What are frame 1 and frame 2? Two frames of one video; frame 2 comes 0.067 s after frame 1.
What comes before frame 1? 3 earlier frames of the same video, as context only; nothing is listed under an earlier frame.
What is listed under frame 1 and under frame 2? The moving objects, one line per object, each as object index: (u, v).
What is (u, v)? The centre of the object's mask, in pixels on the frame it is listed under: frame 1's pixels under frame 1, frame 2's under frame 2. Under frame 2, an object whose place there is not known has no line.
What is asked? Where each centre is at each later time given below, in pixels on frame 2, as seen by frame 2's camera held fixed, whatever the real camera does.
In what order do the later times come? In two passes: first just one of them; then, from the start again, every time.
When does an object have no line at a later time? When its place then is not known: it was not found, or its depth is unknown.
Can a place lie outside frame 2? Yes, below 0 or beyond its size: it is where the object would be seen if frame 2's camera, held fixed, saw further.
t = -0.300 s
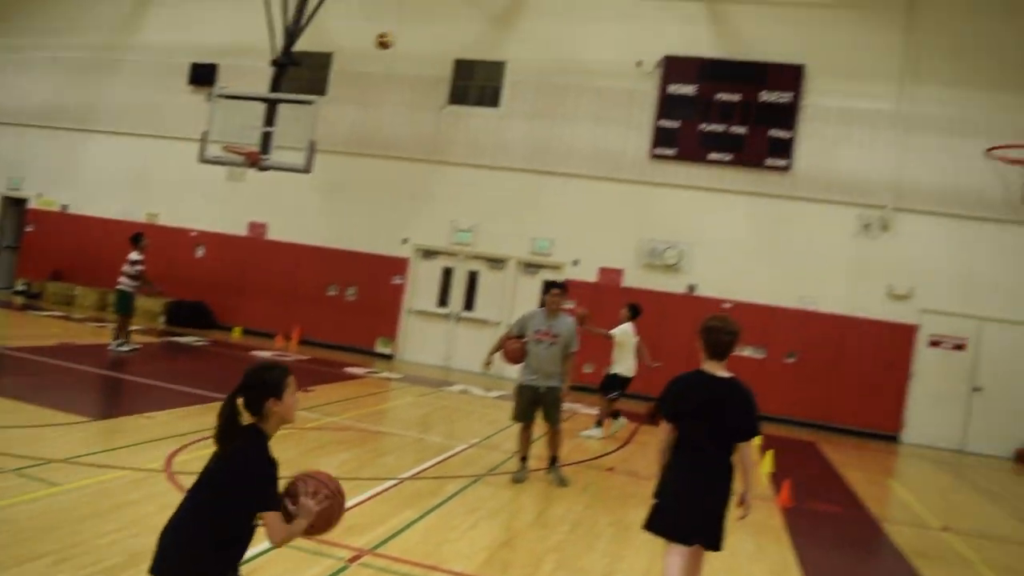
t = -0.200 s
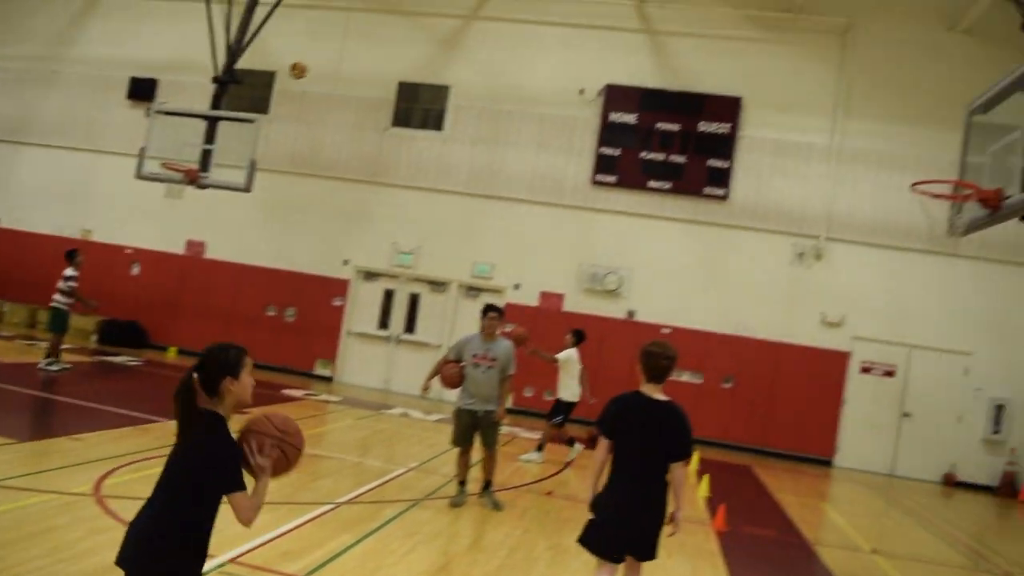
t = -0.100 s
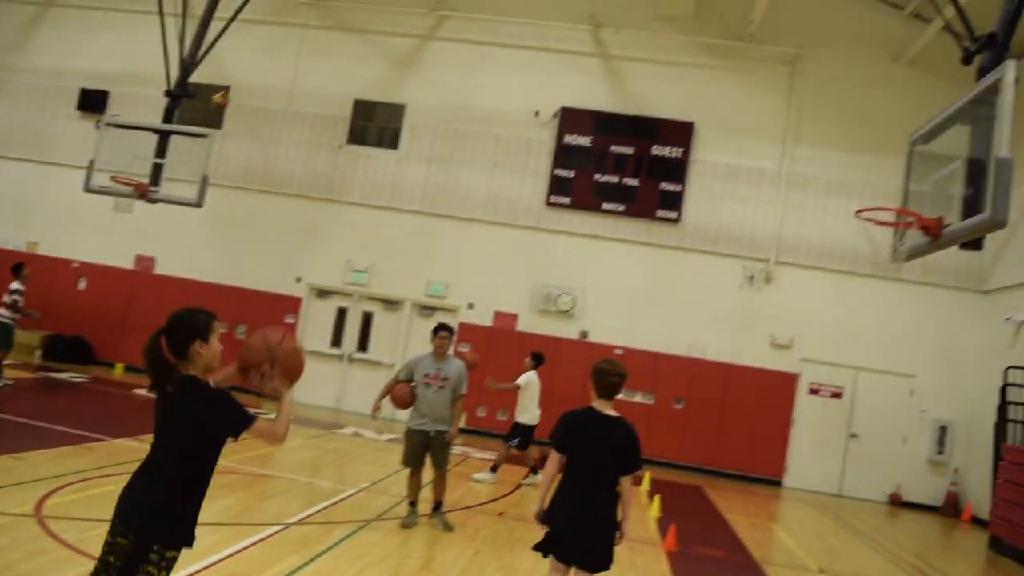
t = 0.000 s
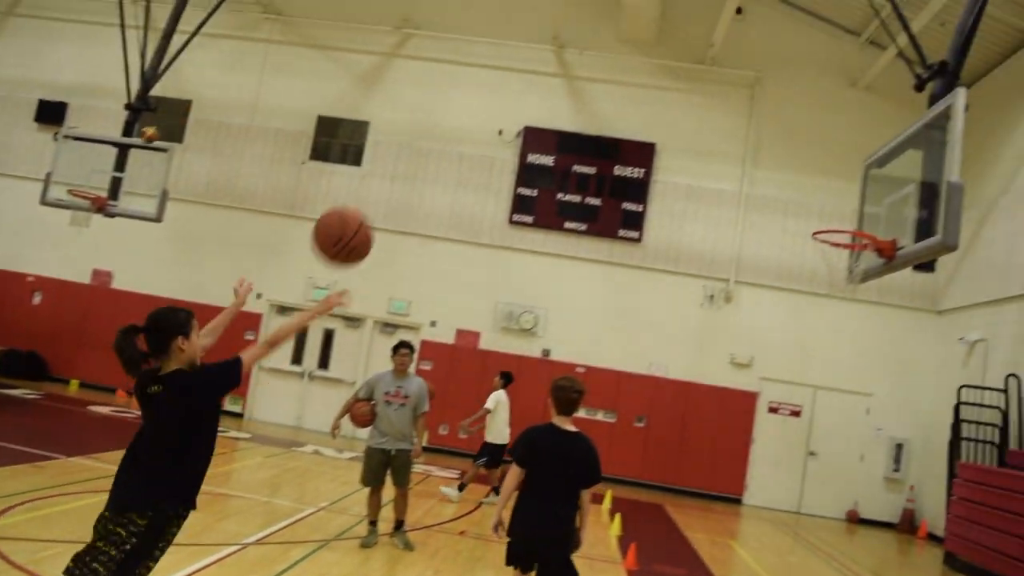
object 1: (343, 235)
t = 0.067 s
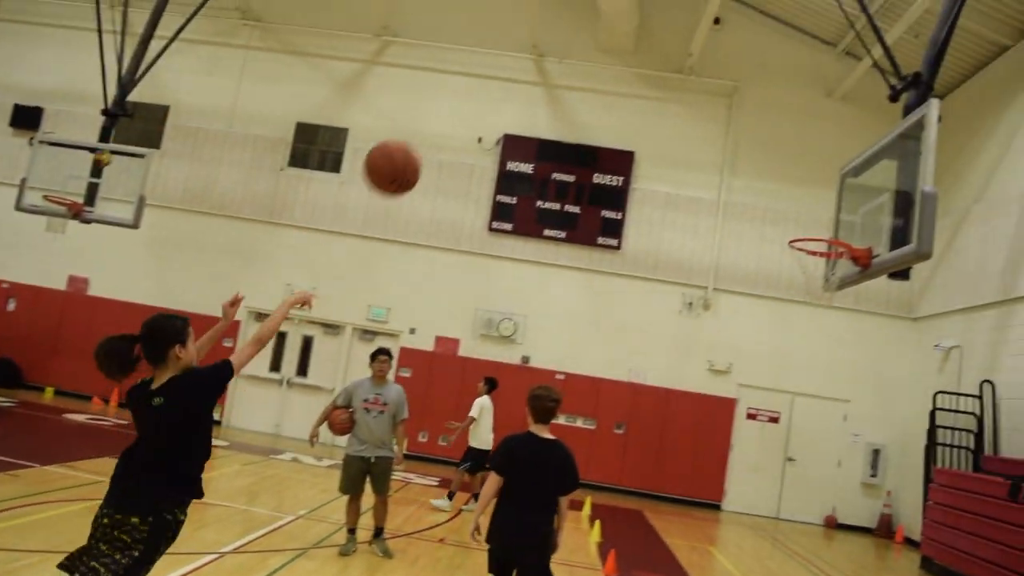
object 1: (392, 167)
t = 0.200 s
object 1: (508, 68)
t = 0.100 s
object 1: (425, 136)
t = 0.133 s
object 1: (455, 110)
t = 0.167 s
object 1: (483, 87)
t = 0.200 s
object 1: (508, 68)
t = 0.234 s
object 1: (532, 52)
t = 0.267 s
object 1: (555, 38)
